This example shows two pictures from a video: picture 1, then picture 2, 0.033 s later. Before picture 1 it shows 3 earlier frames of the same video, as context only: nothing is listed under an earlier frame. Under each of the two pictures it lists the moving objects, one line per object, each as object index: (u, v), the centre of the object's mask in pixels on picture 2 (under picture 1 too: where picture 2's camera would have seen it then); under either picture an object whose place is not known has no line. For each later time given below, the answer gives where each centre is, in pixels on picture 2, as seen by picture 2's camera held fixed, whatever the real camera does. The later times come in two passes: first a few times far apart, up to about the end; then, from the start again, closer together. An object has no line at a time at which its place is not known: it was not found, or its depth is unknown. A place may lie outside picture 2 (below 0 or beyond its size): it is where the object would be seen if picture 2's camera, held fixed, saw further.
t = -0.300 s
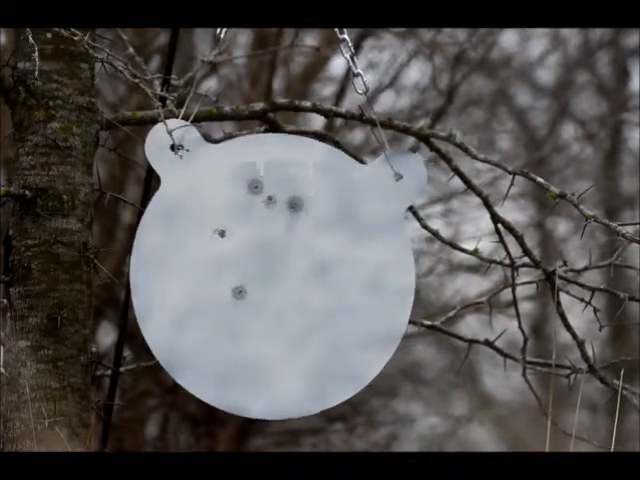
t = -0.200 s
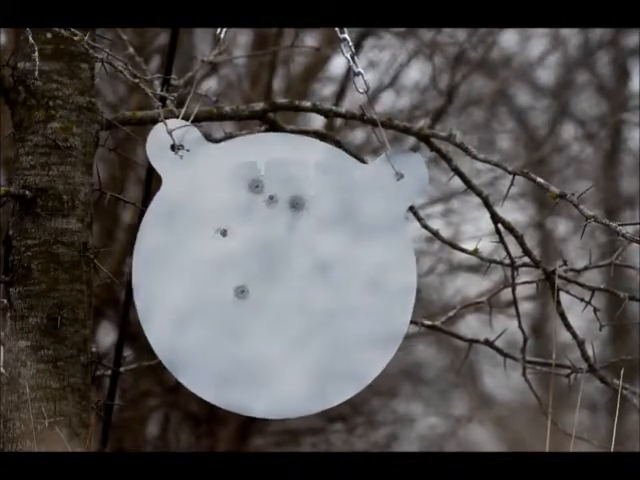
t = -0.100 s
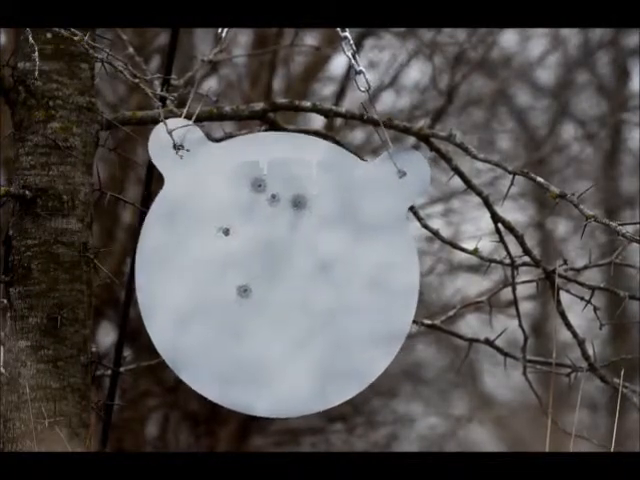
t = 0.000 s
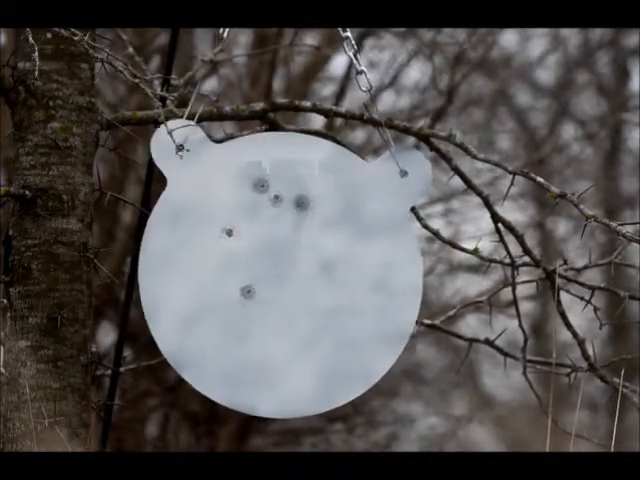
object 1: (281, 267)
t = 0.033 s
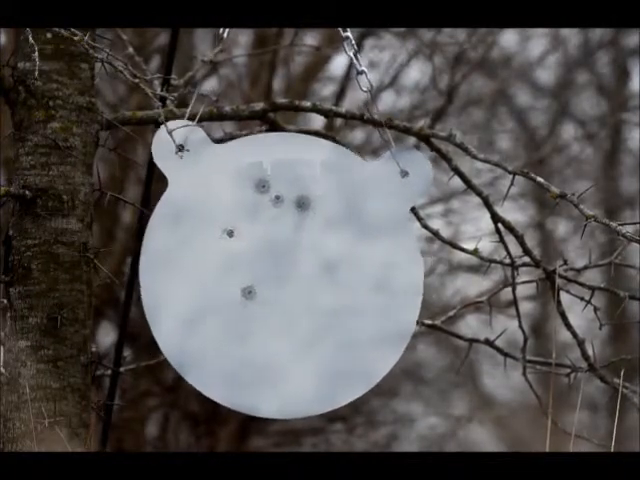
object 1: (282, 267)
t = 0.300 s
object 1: (286, 267)
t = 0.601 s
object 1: (285, 268)
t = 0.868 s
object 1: (279, 267)
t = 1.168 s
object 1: (276, 264)
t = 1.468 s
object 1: (278, 266)
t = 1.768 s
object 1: (283, 268)
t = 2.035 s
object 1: (286, 267)
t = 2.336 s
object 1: (284, 268)
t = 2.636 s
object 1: (279, 266)
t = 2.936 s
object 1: (275, 265)
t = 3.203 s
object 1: (277, 268)
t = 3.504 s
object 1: (284, 267)
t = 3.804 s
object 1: (287, 267)
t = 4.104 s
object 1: (282, 267)
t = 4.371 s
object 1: (274, 265)
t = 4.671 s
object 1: (273, 267)
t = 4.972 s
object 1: (283, 269)
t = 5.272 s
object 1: (290, 267)
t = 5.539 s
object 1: (287, 266)
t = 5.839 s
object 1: (275, 267)
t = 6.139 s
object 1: (270, 268)
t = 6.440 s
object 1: (280, 268)
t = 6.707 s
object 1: (291, 268)
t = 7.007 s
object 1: (290, 266)
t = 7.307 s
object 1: (276, 267)
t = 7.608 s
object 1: (268, 267)
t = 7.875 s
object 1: (275, 267)
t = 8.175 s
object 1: (290, 268)
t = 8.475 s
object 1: (293, 267)
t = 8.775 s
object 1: (279, 266)
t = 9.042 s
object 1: (267, 268)
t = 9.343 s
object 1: (272, 268)
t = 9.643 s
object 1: (289, 267)
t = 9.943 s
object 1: (294, 267)
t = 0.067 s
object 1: (283, 267)
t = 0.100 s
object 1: (284, 268)
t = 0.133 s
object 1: (285, 268)
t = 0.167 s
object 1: (285, 268)
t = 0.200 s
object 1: (285, 268)
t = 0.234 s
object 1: (286, 268)
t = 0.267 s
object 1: (286, 268)
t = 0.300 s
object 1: (286, 267)
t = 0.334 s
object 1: (286, 267)
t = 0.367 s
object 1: (286, 267)
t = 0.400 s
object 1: (286, 266)
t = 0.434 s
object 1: (286, 267)
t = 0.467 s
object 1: (286, 267)
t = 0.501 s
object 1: (286, 267)
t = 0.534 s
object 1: (285, 268)
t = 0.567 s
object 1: (285, 268)
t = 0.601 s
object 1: (285, 268)
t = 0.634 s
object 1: (284, 267)
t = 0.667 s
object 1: (283, 267)
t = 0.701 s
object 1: (283, 266)
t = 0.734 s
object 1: (282, 266)
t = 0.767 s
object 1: (282, 266)
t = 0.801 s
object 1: (281, 266)
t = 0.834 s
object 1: (280, 266)
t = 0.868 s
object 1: (279, 267)
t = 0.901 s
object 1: (279, 267)
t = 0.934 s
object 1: (278, 268)
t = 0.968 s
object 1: (278, 268)
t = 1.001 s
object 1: (277, 268)
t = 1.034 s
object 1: (277, 268)
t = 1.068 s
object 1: (277, 266)
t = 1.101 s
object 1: (276, 265)
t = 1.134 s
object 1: (276, 264)
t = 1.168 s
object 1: (276, 264)
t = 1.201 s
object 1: (276, 264)
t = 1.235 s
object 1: (276, 264)
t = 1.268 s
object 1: (276, 264)
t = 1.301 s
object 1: (276, 265)
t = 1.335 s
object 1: (276, 265)
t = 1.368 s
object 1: (277, 266)
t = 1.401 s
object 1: (277, 266)
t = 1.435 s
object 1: (277, 266)
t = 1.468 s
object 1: (278, 266)
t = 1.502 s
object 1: (278, 266)
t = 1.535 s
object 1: (279, 265)
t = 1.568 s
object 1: (280, 265)
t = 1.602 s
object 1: (280, 265)
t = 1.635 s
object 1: (281, 266)
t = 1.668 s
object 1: (281, 266)
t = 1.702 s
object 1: (282, 267)
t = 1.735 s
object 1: (282, 268)
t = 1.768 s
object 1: (283, 268)
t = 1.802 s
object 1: (283, 269)
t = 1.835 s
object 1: (284, 268)
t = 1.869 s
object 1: (284, 268)
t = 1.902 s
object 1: (285, 268)
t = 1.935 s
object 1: (286, 268)
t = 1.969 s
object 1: (285, 268)
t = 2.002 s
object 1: (286, 267)
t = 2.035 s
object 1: (286, 267)
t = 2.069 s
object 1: (286, 267)
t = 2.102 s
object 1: (286, 267)
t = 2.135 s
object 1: (286, 267)
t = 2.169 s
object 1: (285, 268)
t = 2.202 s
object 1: (285, 268)
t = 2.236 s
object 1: (285, 268)
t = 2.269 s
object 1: (285, 268)
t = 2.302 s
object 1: (284, 268)
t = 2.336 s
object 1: (284, 268)
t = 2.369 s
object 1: (283, 268)
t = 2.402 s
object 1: (283, 268)
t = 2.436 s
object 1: (282, 267)
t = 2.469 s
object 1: (282, 267)
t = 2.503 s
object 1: (281, 266)
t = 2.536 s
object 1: (280, 266)
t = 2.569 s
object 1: (280, 266)
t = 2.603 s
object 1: (279, 266)
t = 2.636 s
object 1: (279, 266)
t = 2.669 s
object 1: (278, 266)
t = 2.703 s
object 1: (277, 266)
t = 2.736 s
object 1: (277, 266)
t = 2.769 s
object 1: (276, 266)
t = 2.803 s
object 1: (276, 266)
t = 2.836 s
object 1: (276, 266)
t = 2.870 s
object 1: (275, 266)
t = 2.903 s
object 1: (275, 265)
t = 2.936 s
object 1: (275, 265)
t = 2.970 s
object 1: (275, 265)
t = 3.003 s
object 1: (275, 266)
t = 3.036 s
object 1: (275, 266)
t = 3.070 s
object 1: (276, 267)
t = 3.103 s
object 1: (276, 267)
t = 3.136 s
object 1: (276, 268)
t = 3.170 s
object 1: (277, 268)
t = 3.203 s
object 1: (277, 268)
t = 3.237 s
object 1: (278, 268)
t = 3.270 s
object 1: (279, 268)
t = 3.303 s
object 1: (279, 268)
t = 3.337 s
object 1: (280, 267)
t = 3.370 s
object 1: (281, 267)
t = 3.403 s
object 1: (282, 267)
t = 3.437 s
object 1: (283, 267)
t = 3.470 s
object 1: (283, 267)
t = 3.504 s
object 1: (284, 267)
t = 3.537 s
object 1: (285, 268)
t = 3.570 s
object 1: (286, 268)
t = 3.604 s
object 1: (287, 268)
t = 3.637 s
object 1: (287, 268)
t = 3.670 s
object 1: (287, 268)
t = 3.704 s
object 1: (288, 268)
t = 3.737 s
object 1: (288, 268)
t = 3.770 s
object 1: (288, 268)
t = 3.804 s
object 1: (287, 267)
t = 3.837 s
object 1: (287, 267)
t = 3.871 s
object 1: (287, 267)
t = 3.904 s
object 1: (287, 267)
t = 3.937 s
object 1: (286, 267)
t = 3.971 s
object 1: (285, 267)
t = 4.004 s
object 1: (285, 267)
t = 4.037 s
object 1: (284, 267)
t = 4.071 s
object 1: (283, 267)
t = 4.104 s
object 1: (282, 267)
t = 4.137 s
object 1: (281, 267)
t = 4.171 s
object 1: (280, 266)
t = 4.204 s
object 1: (279, 266)
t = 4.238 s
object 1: (278, 265)
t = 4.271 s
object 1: (277, 265)
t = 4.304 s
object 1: (276, 265)
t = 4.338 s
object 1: (275, 265)
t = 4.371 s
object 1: (274, 265)
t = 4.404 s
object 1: (274, 266)
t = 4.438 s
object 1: (273, 266)
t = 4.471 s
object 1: (273, 267)
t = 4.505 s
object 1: (272, 267)
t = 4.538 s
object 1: (272, 267)
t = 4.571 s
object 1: (272, 267)
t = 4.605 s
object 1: (273, 267)
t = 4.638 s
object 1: (273, 267)
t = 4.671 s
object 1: (273, 267)
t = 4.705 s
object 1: (274, 267)
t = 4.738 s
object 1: (275, 267)
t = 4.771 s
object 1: (275, 267)
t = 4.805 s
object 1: (276, 267)
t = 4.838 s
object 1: (278, 267)
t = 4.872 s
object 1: (279, 268)
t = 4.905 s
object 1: (280, 268)
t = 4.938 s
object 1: (281, 268)
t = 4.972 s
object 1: (283, 269)
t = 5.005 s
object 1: (283, 268)
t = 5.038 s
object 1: (285, 268)
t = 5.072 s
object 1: (286, 268)
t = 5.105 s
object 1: (287, 268)
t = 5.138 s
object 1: (288, 267)
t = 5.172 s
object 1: (289, 267)
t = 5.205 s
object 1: (289, 267)
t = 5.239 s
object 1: (290, 267)
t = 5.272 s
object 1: (290, 267)
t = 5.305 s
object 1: (290, 267)
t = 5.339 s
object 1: (290, 268)
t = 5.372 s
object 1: (290, 268)
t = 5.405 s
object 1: (290, 268)
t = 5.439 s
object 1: (289, 267)
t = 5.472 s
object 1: (288, 267)
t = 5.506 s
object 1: (288, 267)
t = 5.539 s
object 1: (287, 266)
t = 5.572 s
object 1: (285, 266)
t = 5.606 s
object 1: (284, 266)
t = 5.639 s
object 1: (283, 265)
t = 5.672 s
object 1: (282, 265)
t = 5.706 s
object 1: (280, 265)
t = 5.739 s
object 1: (279, 266)
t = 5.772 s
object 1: (278, 266)
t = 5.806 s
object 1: (276, 267)
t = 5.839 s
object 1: (275, 267)
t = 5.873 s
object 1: (273, 267)
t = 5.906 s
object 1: (272, 267)
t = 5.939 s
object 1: (271, 268)
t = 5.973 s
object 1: (271, 267)
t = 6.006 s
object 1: (270, 267)
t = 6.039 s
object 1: (270, 266)
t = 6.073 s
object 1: (270, 267)
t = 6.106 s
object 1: (270, 266)
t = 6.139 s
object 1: (270, 268)
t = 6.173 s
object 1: (271, 267)
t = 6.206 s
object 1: (271, 268)
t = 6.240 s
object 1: (273, 267)
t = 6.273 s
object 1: (273, 269)
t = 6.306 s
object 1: (274, 268)
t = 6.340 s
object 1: (275, 269)
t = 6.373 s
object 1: (277, 268)
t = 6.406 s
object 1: (278, 268)
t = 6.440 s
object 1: (280, 268)
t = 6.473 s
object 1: (282, 267)
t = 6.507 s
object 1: (283, 267)
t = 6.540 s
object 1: (285, 267)
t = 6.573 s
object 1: (286, 267)
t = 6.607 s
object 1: (288, 267)
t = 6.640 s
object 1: (289, 268)
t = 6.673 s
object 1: (290, 268)
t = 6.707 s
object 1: (291, 268)
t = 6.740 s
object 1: (292, 268)
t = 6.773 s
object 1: (292, 268)
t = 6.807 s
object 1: (293, 268)
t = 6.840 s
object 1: (293, 267)
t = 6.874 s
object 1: (293, 267)
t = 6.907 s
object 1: (293, 267)
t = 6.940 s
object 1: (292, 267)
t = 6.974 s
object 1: (291, 266)
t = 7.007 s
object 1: (290, 266)
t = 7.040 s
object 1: (289, 266)
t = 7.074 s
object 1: (288, 267)
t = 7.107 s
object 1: (286, 267)
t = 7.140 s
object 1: (285, 267)
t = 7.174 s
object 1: (283, 267)
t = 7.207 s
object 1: (281, 267)
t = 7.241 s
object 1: (280, 267)
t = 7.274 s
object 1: (278, 267)
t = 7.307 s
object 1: (276, 267)
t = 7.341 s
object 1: (275, 266)
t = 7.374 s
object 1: (273, 266)
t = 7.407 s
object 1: (271, 267)
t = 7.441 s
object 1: (270, 267)
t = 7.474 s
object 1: (269, 267)
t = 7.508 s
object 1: (269, 267)
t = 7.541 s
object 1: (268, 267)
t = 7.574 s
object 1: (268, 267)
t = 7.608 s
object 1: (268, 267)
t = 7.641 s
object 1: (268, 268)
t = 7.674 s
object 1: (268, 268)
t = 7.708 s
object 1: (269, 268)
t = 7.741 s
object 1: (270, 268)
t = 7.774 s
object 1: (271, 268)
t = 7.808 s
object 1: (272, 267)
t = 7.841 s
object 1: (273, 267)
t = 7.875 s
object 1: (275, 267)
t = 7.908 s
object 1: (277, 268)
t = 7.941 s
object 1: (279, 268)
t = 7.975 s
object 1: (281, 268)
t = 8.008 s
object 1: (282, 268)
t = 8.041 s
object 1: (284, 268)
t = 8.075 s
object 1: (286, 268)
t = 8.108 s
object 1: (287, 268)
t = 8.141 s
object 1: (289, 268)
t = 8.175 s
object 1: (290, 268)
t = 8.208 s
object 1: (292, 267)
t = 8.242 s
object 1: (293, 267)
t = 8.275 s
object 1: (293, 267)
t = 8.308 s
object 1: (294, 267)
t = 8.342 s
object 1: (294, 267)
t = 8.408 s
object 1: (294, 267)
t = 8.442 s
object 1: (293, 267)
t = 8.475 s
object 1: (293, 267)
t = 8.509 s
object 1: (292, 267)
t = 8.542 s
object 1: (291, 267)
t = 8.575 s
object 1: (289, 267)
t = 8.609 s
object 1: (288, 267)
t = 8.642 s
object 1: (286, 267)
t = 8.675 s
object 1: (284, 267)
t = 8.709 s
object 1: (283, 266)
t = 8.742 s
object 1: (281, 267)
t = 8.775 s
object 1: (279, 266)
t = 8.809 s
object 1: (277, 267)
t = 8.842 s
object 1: (275, 267)
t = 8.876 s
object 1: (274, 267)
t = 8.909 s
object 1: (273, 267)
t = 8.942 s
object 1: (271, 267)
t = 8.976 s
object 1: (269, 268)
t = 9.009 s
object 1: (268, 268)
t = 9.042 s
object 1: (267, 268)
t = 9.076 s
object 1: (267, 267)
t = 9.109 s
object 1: (267, 267)
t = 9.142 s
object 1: (267, 267)
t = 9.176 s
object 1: (267, 267)
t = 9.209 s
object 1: (268, 267)
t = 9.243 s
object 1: (268, 267)
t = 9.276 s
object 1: (269, 268)
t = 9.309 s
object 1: (271, 268)
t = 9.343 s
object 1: (272, 268)
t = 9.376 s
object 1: (274, 268)
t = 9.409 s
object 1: (275, 268)
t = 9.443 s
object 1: (277, 268)
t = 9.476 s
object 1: (280, 268)
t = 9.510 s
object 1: (281, 268)
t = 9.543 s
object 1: (284, 268)
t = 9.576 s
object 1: (285, 268)
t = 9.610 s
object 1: (287, 267)
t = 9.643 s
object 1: (289, 267)
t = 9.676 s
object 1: (290, 267)
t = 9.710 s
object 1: (292, 267)
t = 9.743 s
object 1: (293, 267)
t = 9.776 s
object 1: (294, 267)
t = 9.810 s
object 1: (294, 267)
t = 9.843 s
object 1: (294, 267)
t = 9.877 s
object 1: (295, 267)
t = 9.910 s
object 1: (295, 267)
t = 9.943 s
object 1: (294, 267)
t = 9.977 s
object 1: (294, 267)
